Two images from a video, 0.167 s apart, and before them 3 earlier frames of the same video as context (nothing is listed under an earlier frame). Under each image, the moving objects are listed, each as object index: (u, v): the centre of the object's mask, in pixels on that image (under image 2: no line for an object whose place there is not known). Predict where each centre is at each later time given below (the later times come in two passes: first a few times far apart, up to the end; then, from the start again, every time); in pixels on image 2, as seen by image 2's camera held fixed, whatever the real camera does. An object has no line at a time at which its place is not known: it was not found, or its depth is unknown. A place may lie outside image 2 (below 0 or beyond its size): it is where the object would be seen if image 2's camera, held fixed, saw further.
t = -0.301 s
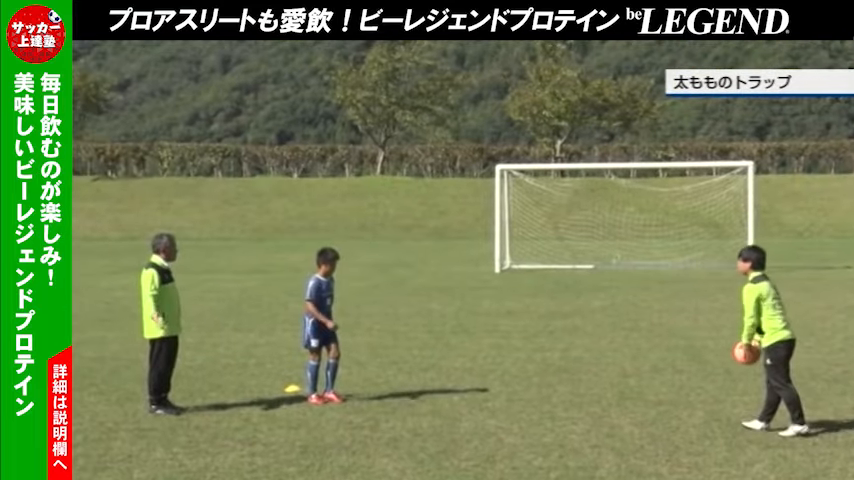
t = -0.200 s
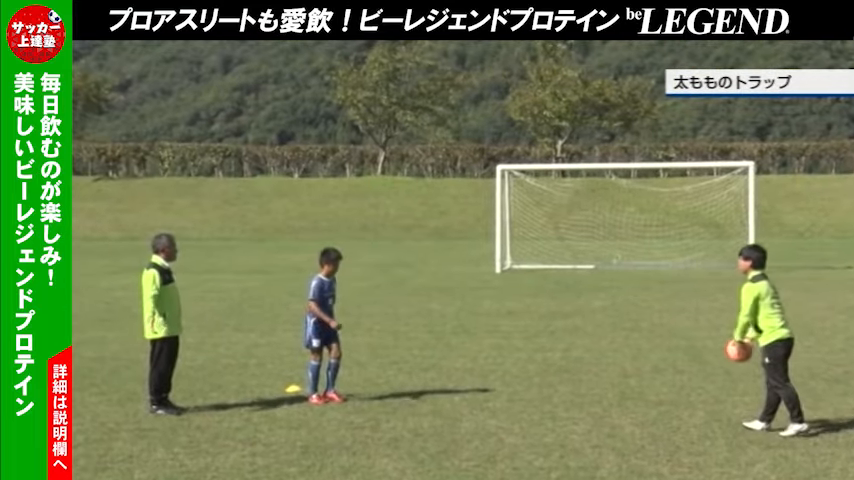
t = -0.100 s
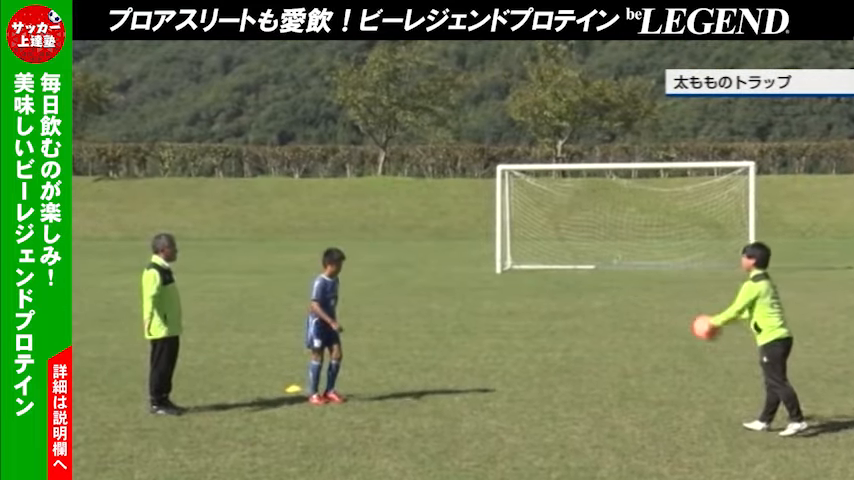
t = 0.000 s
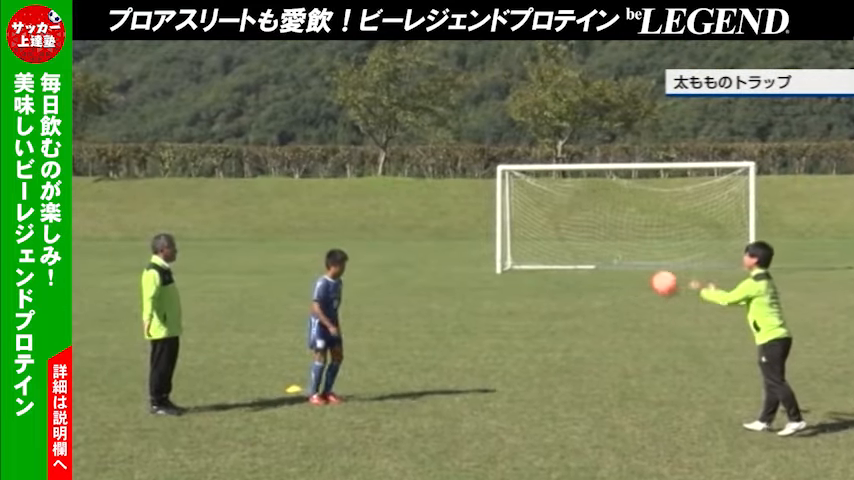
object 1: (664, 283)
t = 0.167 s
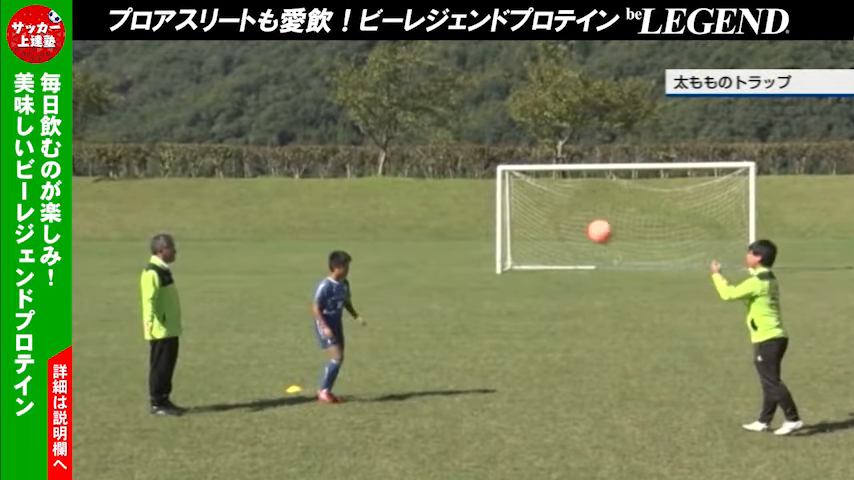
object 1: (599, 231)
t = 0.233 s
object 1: (573, 219)
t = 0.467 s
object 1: (490, 216)
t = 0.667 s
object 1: (422, 258)
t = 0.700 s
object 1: (412, 269)
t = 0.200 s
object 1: (587, 224)
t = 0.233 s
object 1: (573, 219)
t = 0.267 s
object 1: (561, 215)
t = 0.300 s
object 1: (549, 212)
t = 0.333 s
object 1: (538, 210)
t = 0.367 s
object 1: (525, 210)
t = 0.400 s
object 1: (514, 211)
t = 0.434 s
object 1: (503, 213)
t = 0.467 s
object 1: (490, 216)
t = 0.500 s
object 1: (478, 220)
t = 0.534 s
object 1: (467, 226)
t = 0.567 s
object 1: (456, 232)
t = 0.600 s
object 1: (445, 240)
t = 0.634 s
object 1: (434, 248)
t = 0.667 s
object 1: (422, 258)
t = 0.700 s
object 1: (412, 269)
